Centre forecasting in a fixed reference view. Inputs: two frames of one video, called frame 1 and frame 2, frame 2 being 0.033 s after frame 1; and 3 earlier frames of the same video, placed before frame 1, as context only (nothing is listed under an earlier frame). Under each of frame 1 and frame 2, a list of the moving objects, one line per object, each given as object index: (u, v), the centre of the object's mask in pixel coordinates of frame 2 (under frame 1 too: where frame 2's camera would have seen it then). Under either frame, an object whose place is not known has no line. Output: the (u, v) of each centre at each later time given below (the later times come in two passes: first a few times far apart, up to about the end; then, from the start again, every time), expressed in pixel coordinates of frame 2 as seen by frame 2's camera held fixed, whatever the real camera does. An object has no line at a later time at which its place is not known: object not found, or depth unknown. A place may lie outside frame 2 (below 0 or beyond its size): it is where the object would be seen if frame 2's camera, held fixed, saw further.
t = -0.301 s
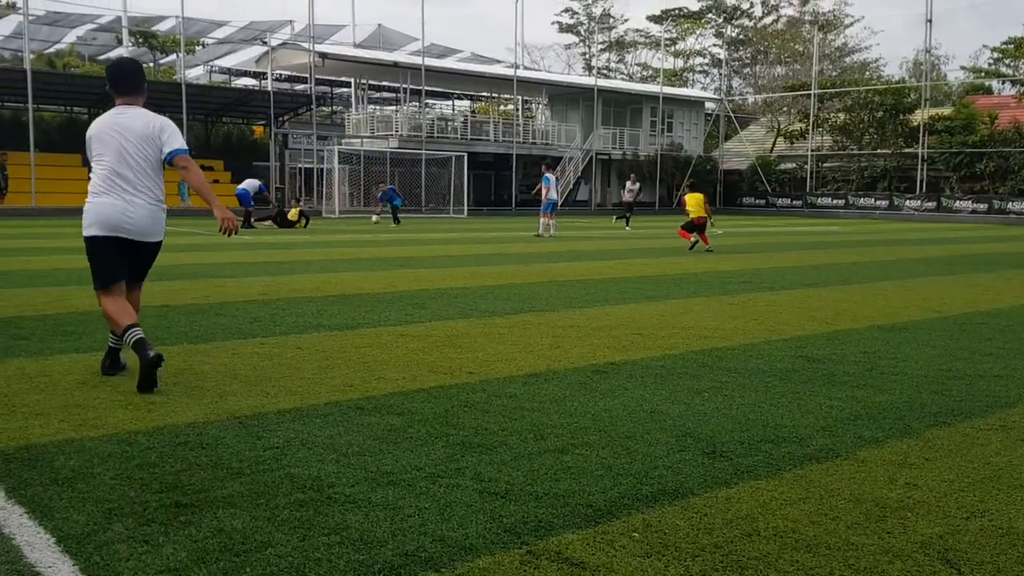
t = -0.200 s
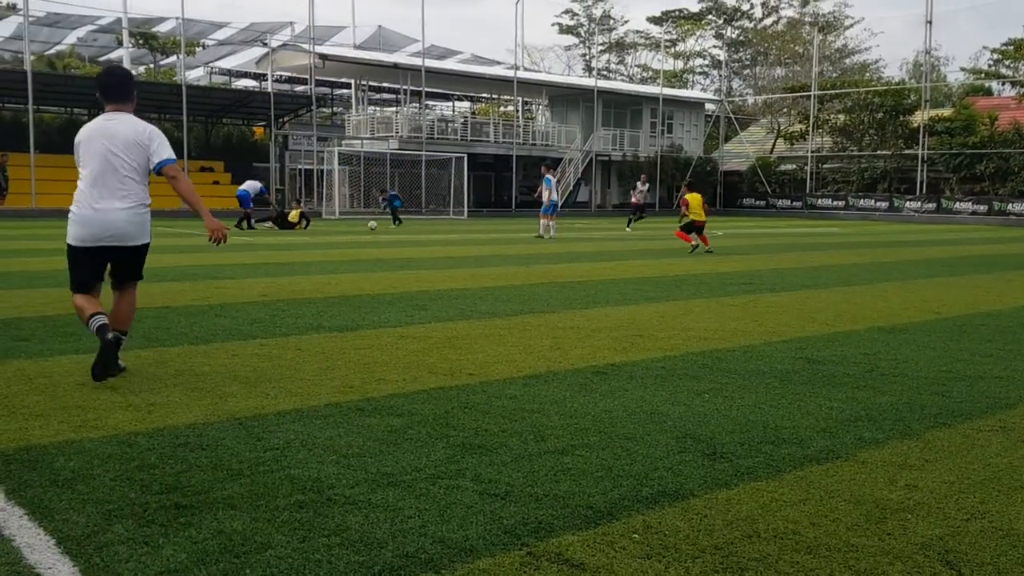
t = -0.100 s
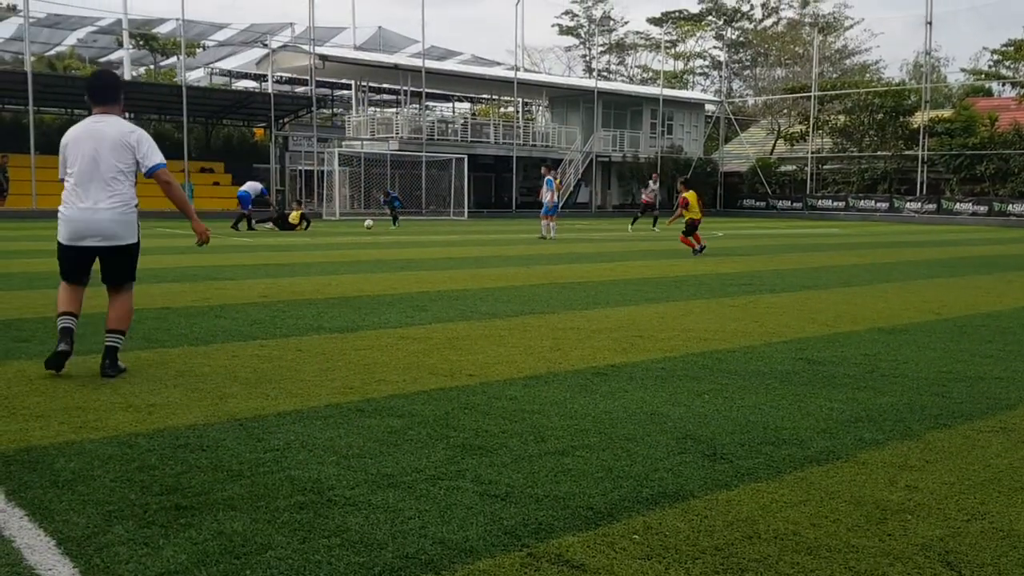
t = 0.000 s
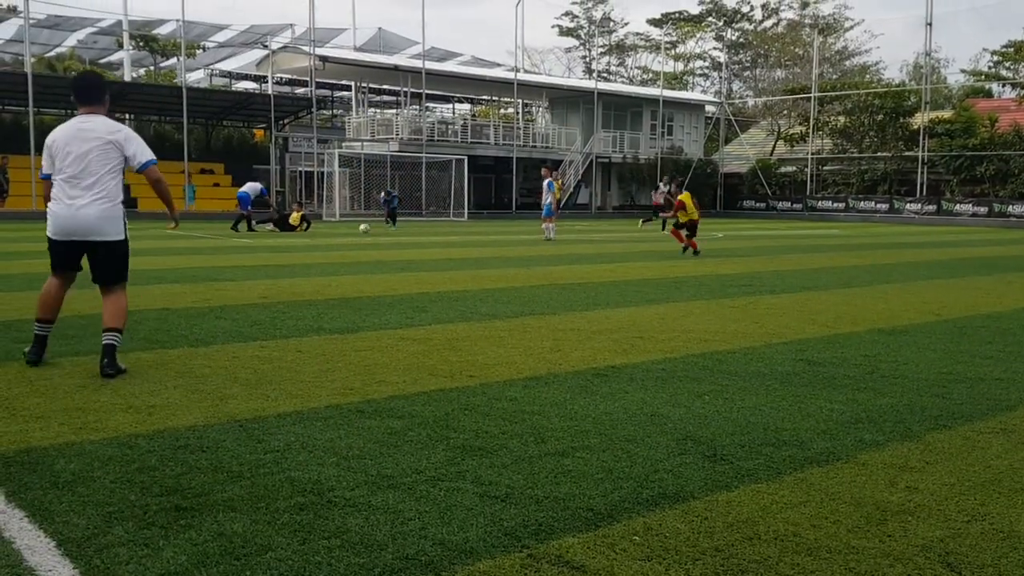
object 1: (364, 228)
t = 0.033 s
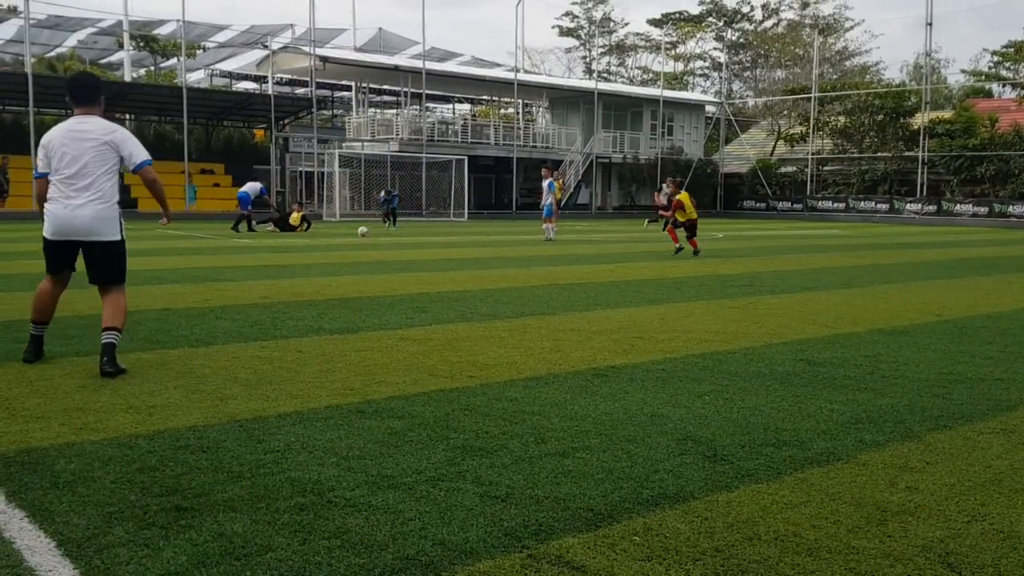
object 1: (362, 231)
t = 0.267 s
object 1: (348, 241)
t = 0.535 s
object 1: (329, 249)
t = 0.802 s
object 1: (306, 262)
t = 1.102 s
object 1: (268, 280)
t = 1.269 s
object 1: (237, 295)
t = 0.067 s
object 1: (360, 235)
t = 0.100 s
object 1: (359, 235)
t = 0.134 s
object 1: (357, 235)
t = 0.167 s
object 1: (355, 235)
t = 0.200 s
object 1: (353, 236)
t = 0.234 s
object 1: (351, 238)
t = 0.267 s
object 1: (348, 241)
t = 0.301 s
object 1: (346, 243)
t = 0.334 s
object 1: (343, 242)
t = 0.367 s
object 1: (341, 243)
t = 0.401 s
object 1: (339, 244)
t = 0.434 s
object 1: (337, 246)
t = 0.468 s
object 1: (334, 249)
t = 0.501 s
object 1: (332, 249)
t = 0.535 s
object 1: (329, 249)
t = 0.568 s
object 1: (327, 251)
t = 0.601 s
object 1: (324, 253)
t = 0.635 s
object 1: (322, 255)
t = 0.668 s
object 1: (318, 256)
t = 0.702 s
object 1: (316, 258)
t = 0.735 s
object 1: (313, 259)
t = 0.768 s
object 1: (310, 260)
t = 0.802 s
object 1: (306, 262)
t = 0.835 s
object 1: (303, 264)
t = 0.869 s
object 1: (299, 266)
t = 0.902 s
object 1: (295, 268)
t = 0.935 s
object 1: (291, 270)
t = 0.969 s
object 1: (287, 272)
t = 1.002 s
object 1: (282, 274)
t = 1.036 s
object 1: (278, 276)
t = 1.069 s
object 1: (273, 279)
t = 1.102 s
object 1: (268, 280)
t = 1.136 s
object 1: (262, 283)
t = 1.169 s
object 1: (257, 286)
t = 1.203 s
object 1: (251, 288)
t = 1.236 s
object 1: (244, 291)
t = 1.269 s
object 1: (237, 295)
